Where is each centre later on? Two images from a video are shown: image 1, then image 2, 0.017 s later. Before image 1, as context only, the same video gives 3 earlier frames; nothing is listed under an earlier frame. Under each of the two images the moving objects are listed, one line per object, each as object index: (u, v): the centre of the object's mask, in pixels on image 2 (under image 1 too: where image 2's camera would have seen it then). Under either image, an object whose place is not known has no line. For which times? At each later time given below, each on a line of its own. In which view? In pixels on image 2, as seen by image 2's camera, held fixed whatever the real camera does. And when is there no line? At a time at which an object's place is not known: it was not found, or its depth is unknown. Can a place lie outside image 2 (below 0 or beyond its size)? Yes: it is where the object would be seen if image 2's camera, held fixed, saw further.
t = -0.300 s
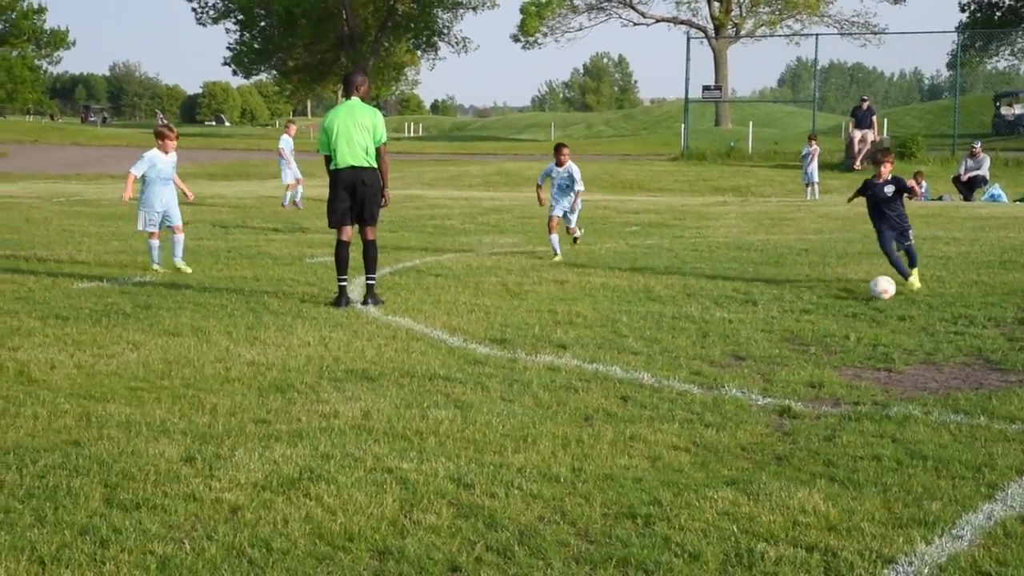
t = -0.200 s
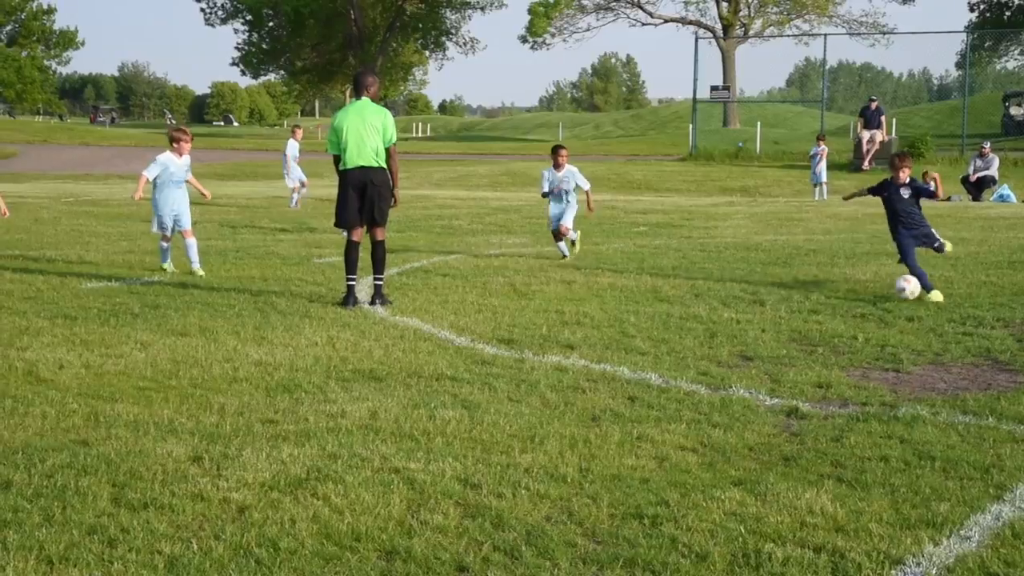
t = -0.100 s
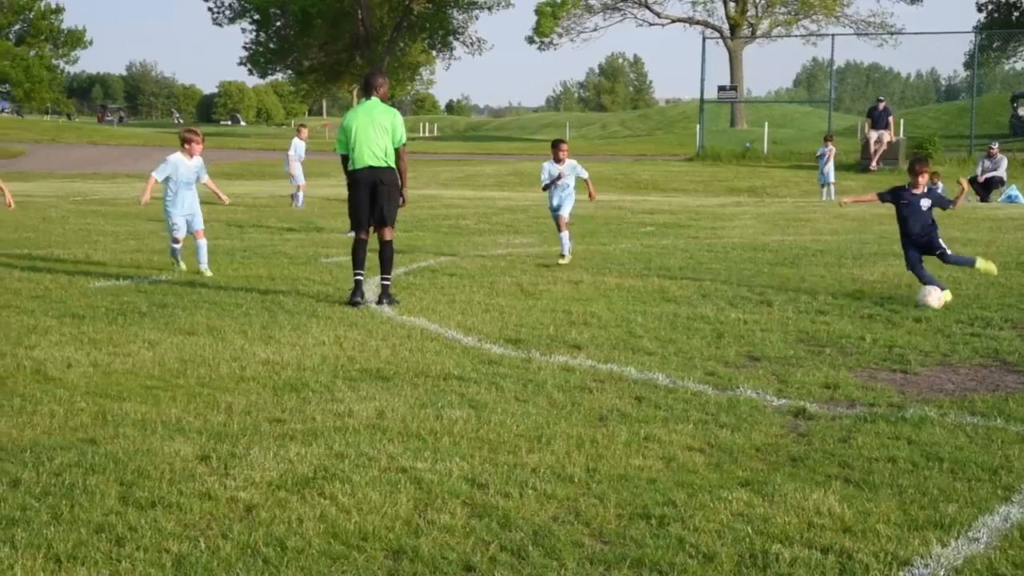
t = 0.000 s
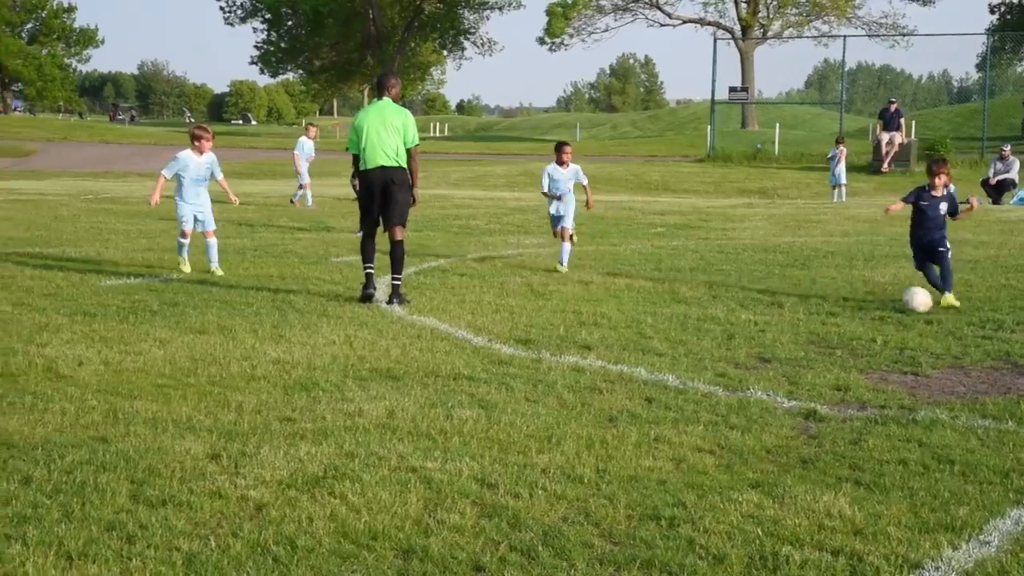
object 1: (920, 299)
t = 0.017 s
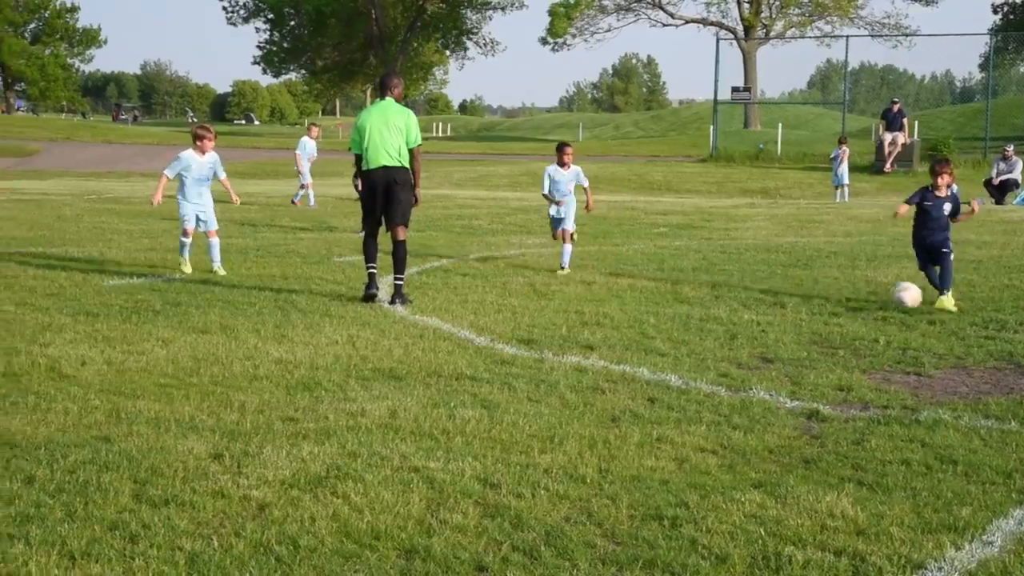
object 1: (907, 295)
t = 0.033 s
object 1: (894, 289)
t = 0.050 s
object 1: (881, 284)
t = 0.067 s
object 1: (868, 279)
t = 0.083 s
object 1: (854, 275)
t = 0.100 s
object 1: (842, 271)
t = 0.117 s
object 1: (827, 268)
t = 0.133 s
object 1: (815, 265)
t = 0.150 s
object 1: (802, 262)
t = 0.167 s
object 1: (791, 258)
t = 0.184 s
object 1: (777, 257)
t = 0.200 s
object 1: (764, 255)
